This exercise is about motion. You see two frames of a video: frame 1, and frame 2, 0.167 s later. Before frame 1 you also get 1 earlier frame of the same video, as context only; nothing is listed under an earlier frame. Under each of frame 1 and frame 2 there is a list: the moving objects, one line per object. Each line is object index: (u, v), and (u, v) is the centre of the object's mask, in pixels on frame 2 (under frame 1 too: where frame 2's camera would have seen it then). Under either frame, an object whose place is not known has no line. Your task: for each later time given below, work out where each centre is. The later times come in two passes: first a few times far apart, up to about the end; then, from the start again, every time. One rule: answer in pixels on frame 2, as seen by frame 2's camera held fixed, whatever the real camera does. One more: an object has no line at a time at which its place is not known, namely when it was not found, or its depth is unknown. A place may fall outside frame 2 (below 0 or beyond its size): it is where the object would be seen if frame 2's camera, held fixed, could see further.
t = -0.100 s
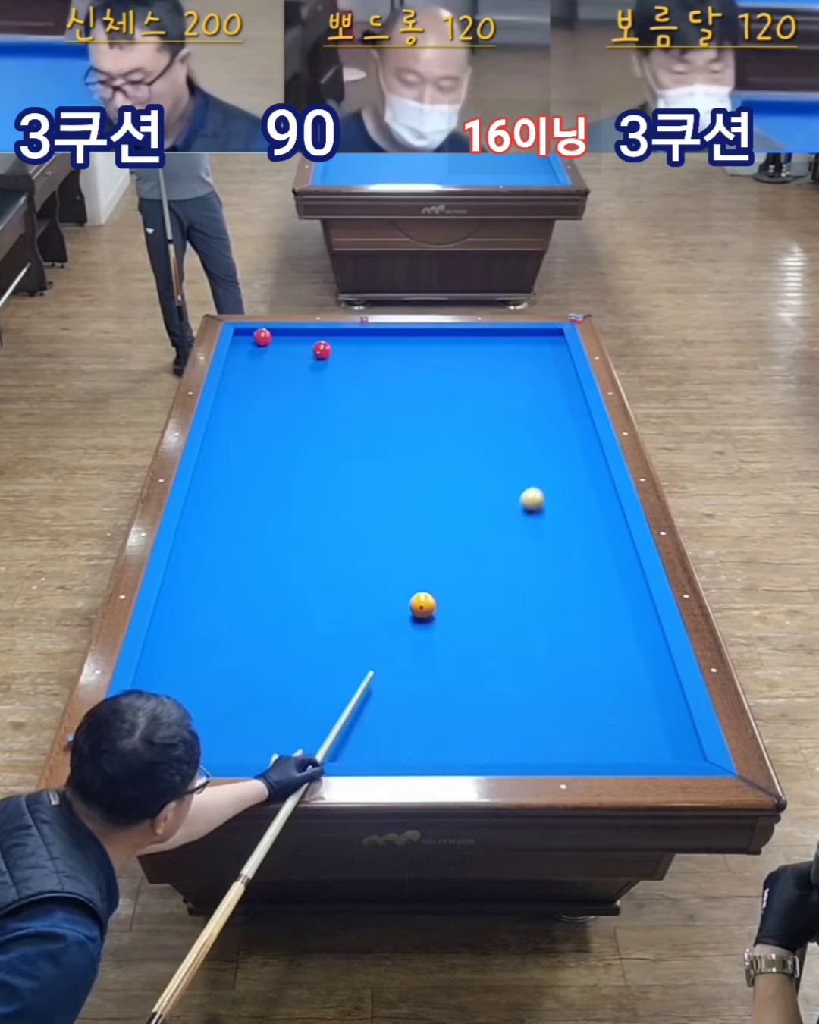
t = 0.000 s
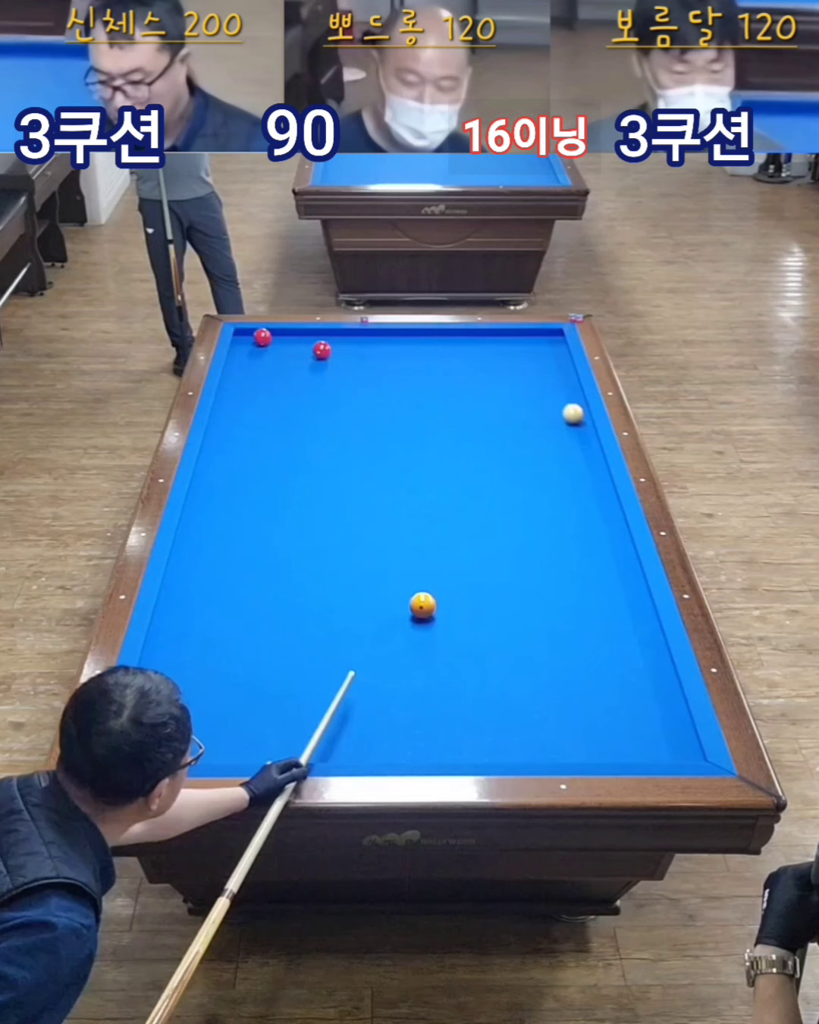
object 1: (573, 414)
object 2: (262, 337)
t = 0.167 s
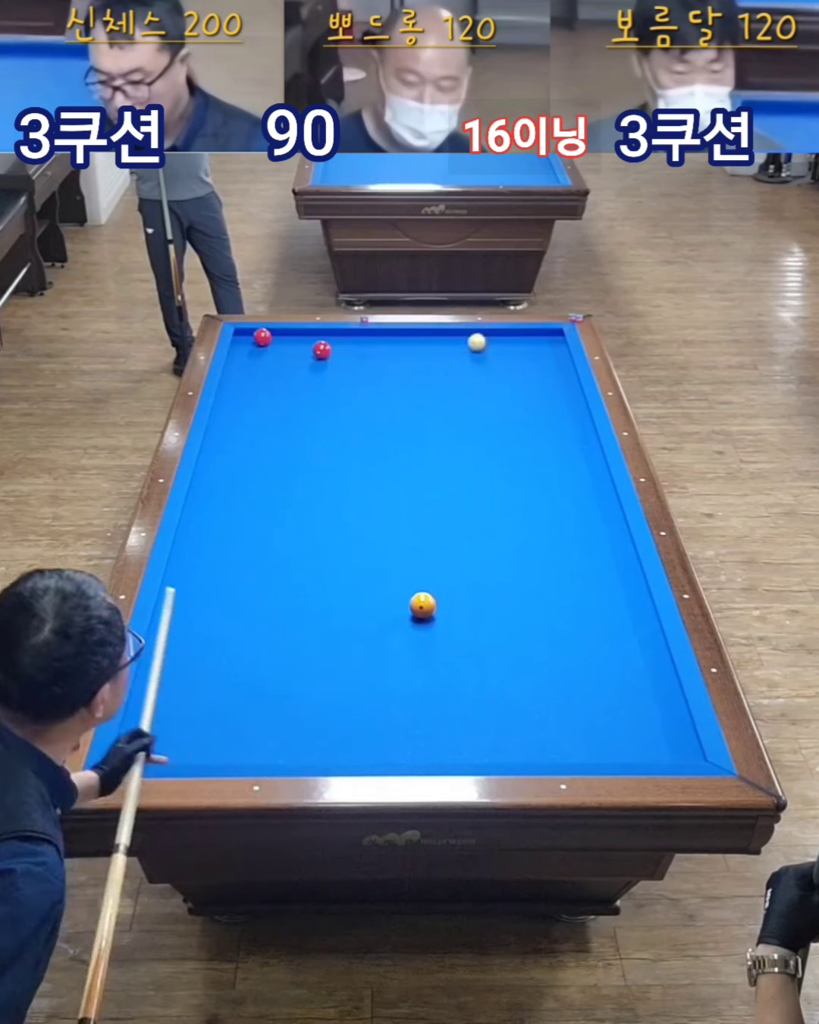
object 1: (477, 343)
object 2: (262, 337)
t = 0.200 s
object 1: (457, 356)
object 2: (262, 337)
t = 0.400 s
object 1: (324, 429)
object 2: (262, 337)
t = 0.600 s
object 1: (218, 504)
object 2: (262, 337)
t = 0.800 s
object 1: (288, 599)
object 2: (262, 337)
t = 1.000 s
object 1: (375, 721)
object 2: (262, 337)
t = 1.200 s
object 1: (506, 688)
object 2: (262, 337)
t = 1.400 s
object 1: (612, 628)
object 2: (262, 337)
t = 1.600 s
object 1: (595, 576)
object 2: (262, 337)
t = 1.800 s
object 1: (533, 532)
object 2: (262, 337)
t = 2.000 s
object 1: (480, 494)
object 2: (262, 337)
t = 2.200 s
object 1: (433, 460)
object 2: (262, 337)
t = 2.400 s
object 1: (392, 430)
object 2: (262, 337)
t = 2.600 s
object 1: (355, 404)
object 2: (262, 337)
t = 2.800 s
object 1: (322, 380)
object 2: (262, 337)
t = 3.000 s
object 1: (292, 359)
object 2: (262, 337)
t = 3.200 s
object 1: (269, 343)
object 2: (258, 333)
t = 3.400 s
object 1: (264, 339)
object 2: (246, 337)
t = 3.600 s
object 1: (264, 338)
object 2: (245, 339)
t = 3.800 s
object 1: (266, 337)
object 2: (248, 341)
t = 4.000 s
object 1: (267, 337)
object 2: (251, 343)
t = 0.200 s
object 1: (457, 356)
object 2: (262, 337)
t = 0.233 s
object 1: (436, 369)
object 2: (262, 337)
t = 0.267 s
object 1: (415, 382)
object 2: (262, 337)
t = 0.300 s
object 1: (393, 394)
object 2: (262, 337)
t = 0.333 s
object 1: (371, 406)
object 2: (262, 337)
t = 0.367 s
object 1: (348, 418)
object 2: (262, 337)
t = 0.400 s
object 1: (324, 429)
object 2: (262, 337)
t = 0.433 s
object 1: (300, 440)
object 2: (262, 337)
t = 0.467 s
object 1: (275, 452)
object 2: (262, 337)
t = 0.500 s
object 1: (248, 464)
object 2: (262, 337)
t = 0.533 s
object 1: (221, 477)
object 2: (262, 337)
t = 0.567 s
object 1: (202, 490)
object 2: (262, 337)
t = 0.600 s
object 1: (218, 504)
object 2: (262, 337)
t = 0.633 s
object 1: (230, 518)
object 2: (262, 337)
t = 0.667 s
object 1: (241, 533)
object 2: (262, 337)
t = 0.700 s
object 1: (252, 549)
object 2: (262, 337)
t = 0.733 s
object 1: (264, 565)
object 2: (262, 337)
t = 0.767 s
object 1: (276, 582)
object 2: (262, 337)
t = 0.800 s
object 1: (288, 599)
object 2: (262, 337)
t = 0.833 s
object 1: (301, 617)
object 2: (262, 337)
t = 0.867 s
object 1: (314, 636)
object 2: (262, 337)
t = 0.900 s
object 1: (329, 656)
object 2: (262, 337)
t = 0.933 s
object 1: (343, 676)
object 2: (262, 337)
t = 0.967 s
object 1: (359, 698)
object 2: (262, 337)
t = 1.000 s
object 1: (375, 721)
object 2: (262, 337)
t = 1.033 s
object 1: (392, 744)
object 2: (262, 337)
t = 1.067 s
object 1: (412, 747)
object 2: (262, 337)
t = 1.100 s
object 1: (445, 723)
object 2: (262, 337)
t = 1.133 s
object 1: (466, 710)
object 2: (262, 337)
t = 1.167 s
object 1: (486, 699)
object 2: (262, 337)
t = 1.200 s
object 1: (506, 688)
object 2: (262, 337)
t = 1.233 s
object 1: (525, 677)
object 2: (262, 337)
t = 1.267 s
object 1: (543, 666)
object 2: (262, 337)
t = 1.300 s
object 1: (561, 656)
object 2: (262, 337)
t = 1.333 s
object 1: (579, 647)
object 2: (262, 337)
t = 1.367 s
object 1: (595, 637)
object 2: (262, 337)
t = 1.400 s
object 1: (612, 628)
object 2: (262, 337)
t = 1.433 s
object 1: (628, 619)
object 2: (262, 337)
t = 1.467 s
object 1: (644, 610)
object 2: (262, 337)
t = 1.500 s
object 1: (629, 601)
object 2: (262, 337)
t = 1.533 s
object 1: (617, 593)
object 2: (262, 337)
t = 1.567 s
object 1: (606, 584)
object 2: (262, 337)
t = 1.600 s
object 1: (595, 576)
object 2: (262, 337)
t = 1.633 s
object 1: (584, 568)
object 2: (262, 337)
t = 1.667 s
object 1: (573, 561)
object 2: (262, 337)
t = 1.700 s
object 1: (563, 553)
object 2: (262, 337)
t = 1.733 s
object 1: (553, 546)
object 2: (262, 337)
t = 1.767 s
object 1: (543, 539)
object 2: (262, 337)
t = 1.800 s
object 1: (533, 532)
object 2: (262, 337)
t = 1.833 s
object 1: (524, 525)
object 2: (262, 337)
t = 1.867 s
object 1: (515, 519)
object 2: (262, 337)
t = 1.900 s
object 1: (506, 512)
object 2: (262, 337)
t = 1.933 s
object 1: (497, 506)
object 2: (262, 337)
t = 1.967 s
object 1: (488, 500)
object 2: (262, 337)
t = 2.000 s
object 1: (480, 494)
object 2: (262, 337)
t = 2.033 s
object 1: (472, 488)
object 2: (262, 337)
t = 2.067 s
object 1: (464, 482)
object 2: (262, 337)
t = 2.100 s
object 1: (456, 476)
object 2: (262, 337)
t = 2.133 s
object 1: (448, 471)
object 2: (262, 337)
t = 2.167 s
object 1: (441, 465)
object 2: (262, 337)
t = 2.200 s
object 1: (433, 460)
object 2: (262, 337)
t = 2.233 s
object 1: (426, 455)
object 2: (262, 337)
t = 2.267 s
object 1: (419, 449)
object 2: (262, 337)
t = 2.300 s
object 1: (412, 445)
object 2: (262, 337)
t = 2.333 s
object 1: (405, 439)
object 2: (262, 337)
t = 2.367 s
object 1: (398, 435)
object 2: (262, 337)
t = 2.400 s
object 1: (392, 430)
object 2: (262, 337)
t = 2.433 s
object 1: (385, 425)
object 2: (262, 337)
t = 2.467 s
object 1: (379, 421)
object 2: (262, 337)
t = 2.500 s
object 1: (373, 416)
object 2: (262, 337)
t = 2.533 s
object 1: (367, 412)
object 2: (262, 337)
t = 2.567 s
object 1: (361, 408)
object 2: (262, 337)
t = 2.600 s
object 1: (355, 404)
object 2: (262, 337)
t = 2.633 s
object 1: (349, 400)
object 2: (262, 337)
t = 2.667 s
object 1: (344, 395)
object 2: (262, 337)
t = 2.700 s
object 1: (338, 391)
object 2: (262, 337)
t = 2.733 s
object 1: (333, 388)
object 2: (262, 337)
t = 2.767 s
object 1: (327, 384)
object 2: (262, 337)
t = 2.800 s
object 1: (322, 380)
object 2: (262, 337)
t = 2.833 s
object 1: (317, 376)
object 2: (262, 337)
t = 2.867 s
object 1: (312, 373)
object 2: (262, 337)
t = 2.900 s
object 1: (307, 369)
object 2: (262, 337)
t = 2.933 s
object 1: (302, 366)
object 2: (262, 337)
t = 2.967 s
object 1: (297, 362)
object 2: (262, 337)
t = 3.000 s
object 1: (292, 359)
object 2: (262, 337)
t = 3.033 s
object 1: (288, 356)
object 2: (262, 337)
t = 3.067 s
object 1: (283, 352)
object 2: (262, 337)
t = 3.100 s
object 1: (279, 349)
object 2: (262, 337)
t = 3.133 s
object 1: (274, 346)
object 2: (261, 336)
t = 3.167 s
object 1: (270, 343)
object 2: (260, 335)
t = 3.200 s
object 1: (269, 343)
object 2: (258, 333)
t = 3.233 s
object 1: (268, 342)
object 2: (256, 332)
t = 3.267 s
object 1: (267, 341)
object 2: (254, 333)
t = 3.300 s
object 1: (266, 341)
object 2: (252, 334)
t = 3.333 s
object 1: (265, 340)
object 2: (250, 335)
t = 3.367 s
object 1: (264, 340)
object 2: (248, 336)
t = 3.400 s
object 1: (264, 339)
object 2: (246, 337)
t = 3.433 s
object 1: (264, 339)
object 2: (243, 337)
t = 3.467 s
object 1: (264, 339)
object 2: (241, 338)
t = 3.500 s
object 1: (264, 339)
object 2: (242, 338)
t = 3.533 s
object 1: (264, 338)
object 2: (243, 339)
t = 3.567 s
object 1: (264, 338)
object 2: (244, 339)
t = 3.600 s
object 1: (264, 338)
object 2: (245, 339)
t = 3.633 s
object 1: (264, 338)
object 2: (245, 340)
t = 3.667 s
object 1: (264, 338)
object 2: (246, 340)
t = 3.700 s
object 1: (265, 338)
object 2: (246, 340)
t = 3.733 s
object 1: (265, 338)
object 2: (247, 341)
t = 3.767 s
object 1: (266, 337)
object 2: (247, 341)
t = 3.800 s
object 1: (266, 337)
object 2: (248, 341)
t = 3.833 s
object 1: (266, 337)
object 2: (249, 342)
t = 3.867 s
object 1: (267, 337)
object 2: (250, 342)
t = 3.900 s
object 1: (267, 337)
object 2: (250, 343)
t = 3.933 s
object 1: (267, 337)
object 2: (250, 343)
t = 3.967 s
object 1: (267, 337)
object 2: (251, 343)
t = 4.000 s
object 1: (267, 337)
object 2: (251, 343)
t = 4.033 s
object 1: (267, 337)
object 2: (251, 344)
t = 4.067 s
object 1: (267, 337)
